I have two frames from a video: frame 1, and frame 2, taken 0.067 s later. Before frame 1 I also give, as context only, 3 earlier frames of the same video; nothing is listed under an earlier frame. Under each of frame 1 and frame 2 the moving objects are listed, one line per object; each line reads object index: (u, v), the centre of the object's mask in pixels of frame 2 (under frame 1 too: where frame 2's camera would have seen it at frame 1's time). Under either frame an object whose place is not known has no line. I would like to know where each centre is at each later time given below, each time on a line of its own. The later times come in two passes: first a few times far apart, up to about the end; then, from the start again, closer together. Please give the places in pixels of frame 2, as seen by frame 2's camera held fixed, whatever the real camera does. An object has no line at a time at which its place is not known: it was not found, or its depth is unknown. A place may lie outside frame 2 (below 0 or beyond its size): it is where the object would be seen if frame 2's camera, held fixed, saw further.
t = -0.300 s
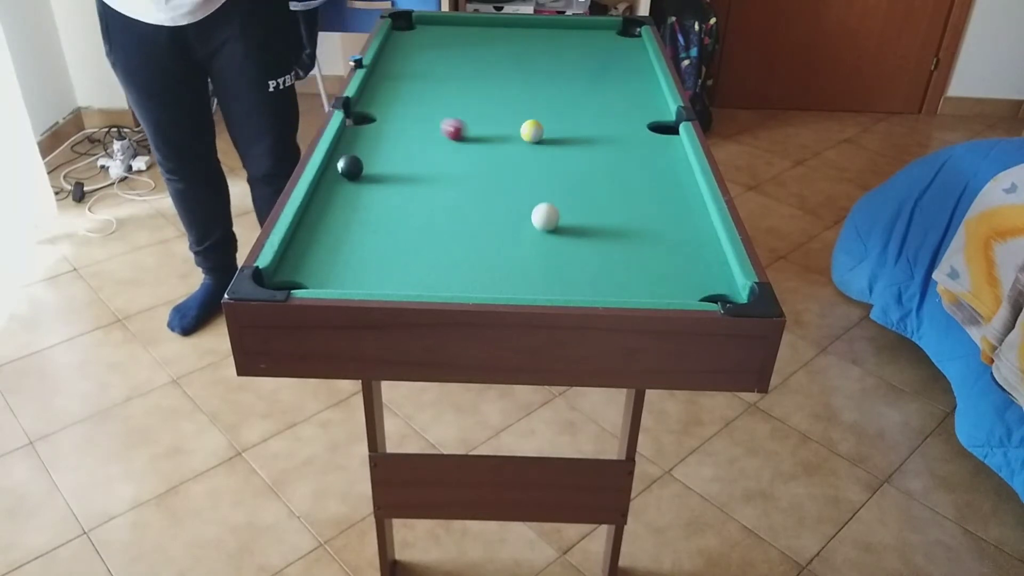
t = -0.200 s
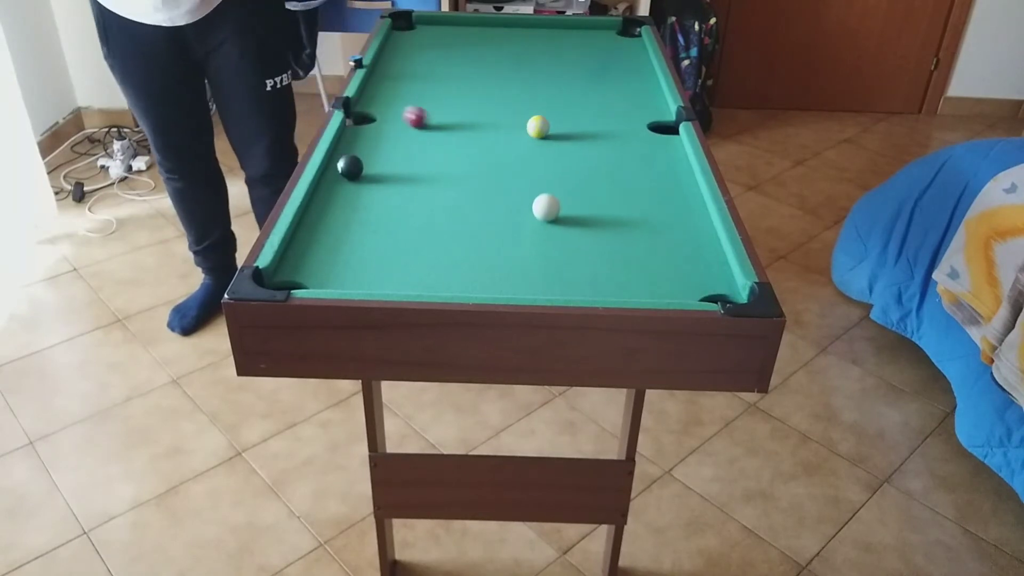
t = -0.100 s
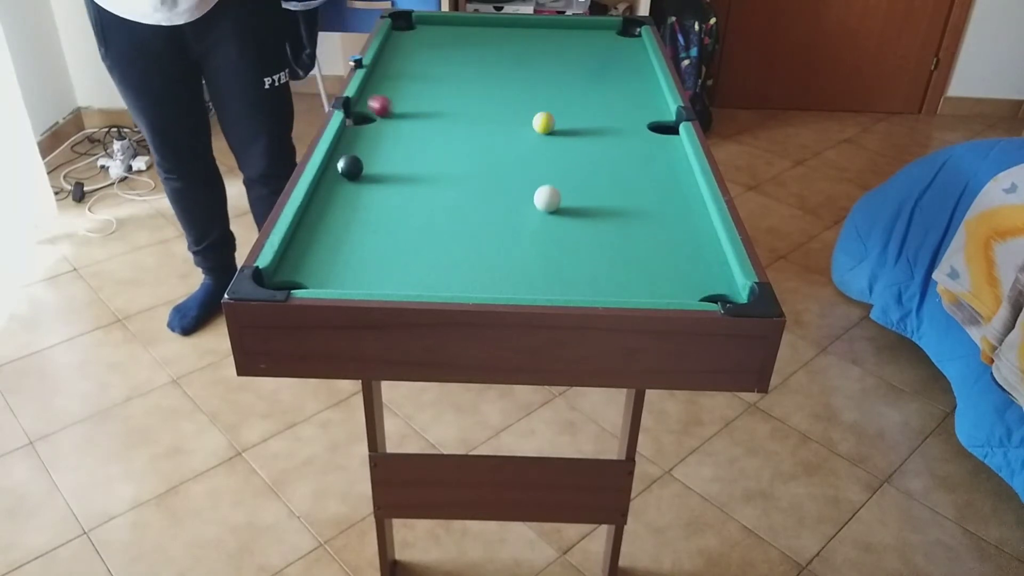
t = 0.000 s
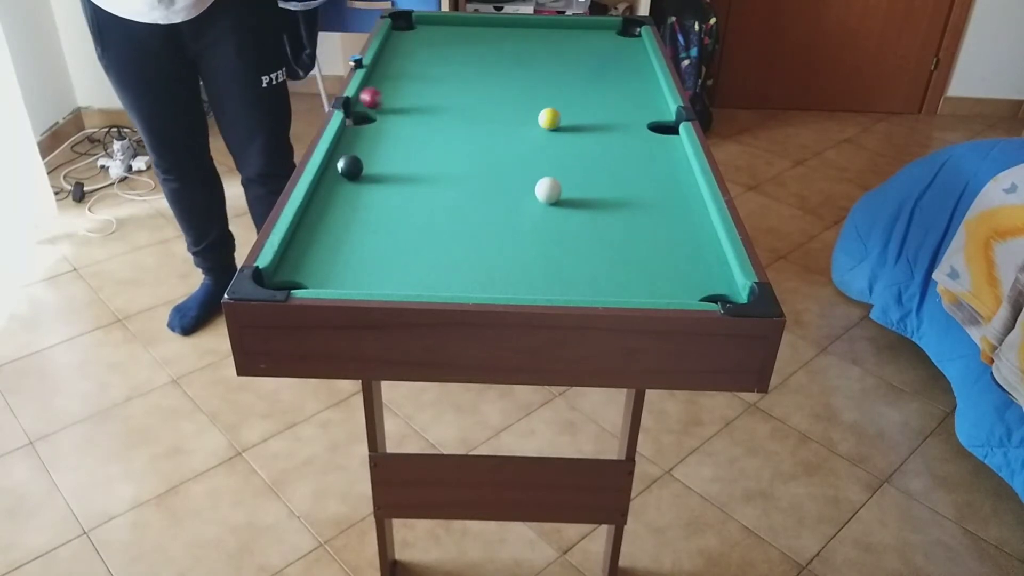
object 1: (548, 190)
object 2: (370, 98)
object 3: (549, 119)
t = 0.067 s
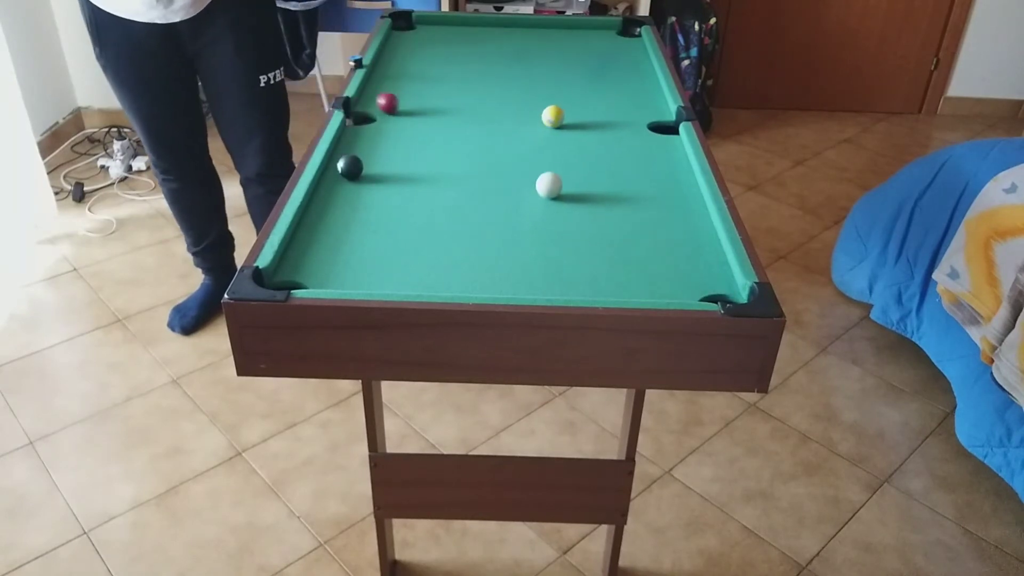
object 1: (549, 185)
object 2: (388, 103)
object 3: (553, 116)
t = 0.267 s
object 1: (551, 171)
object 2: (424, 105)
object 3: (562, 110)
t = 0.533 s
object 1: (555, 156)
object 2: (469, 107)
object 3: (572, 105)
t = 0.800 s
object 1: (559, 144)
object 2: (507, 108)
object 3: (580, 101)
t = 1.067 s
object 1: (564, 135)
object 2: (539, 108)
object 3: (586, 98)
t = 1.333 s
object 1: (568, 129)
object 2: (565, 107)
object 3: (588, 98)
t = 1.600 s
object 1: (572, 125)
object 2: (586, 108)
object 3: (589, 94)
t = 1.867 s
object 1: (575, 123)
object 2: (600, 107)
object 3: (586, 97)
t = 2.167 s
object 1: (576, 123)
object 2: (608, 106)
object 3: (588, 99)
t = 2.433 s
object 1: (576, 123)
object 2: (609, 106)
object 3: (588, 99)
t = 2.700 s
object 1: (576, 123)
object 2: (609, 106)
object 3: (588, 99)
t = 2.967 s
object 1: (576, 123)
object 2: (609, 106)
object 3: (588, 99)
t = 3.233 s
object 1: (577, 123)
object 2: (610, 106)
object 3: (588, 98)
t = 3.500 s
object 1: (577, 123)
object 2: (609, 106)
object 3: (588, 98)
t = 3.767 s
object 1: (577, 123)
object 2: (609, 106)
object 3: (588, 99)
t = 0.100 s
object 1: (549, 183)
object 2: (394, 104)
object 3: (554, 115)
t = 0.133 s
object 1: (549, 180)
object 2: (400, 104)
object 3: (556, 114)
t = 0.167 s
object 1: (550, 178)
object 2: (407, 104)
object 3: (557, 113)
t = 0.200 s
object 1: (550, 176)
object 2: (413, 105)
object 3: (559, 113)
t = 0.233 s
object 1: (551, 174)
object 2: (419, 105)
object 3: (561, 112)
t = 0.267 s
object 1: (551, 171)
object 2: (424, 105)
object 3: (562, 110)
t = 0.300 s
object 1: (551, 169)
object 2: (430, 105)
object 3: (563, 110)
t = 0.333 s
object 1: (552, 167)
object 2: (436, 105)
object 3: (565, 109)
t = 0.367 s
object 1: (552, 165)
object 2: (442, 106)
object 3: (566, 108)
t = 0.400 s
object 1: (553, 163)
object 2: (447, 106)
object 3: (568, 107)
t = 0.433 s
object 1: (553, 161)
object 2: (453, 106)
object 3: (569, 107)
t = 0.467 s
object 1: (554, 159)
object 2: (458, 106)
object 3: (570, 106)
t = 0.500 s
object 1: (554, 158)
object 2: (463, 107)
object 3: (571, 105)
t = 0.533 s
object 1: (555, 156)
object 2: (469, 107)
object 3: (572, 105)
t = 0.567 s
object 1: (555, 154)
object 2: (474, 107)
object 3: (573, 104)
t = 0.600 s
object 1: (556, 153)
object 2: (479, 107)
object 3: (574, 104)
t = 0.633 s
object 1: (556, 151)
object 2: (484, 107)
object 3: (575, 103)
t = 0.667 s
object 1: (557, 149)
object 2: (489, 107)
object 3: (576, 103)
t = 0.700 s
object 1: (557, 148)
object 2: (493, 107)
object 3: (577, 102)
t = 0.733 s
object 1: (558, 147)
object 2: (498, 107)
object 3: (578, 102)
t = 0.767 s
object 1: (558, 145)
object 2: (503, 107)
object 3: (579, 101)
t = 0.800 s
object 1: (559, 144)
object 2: (507, 108)
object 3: (580, 101)
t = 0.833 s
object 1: (560, 142)
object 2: (511, 108)
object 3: (581, 100)
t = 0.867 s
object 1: (560, 141)
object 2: (516, 108)
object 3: (582, 100)
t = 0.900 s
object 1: (561, 140)
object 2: (520, 108)
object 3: (583, 100)
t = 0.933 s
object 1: (561, 139)
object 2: (524, 108)
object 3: (584, 100)
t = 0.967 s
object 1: (562, 138)
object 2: (528, 108)
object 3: (585, 99)
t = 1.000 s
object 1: (563, 137)
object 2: (532, 108)
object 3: (585, 99)
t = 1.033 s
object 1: (563, 136)
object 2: (536, 108)
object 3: (586, 99)
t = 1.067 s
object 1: (564, 135)
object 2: (539, 108)
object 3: (586, 98)
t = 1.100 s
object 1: (564, 134)
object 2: (543, 108)
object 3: (587, 98)
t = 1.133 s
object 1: (565, 133)
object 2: (546, 108)
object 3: (587, 98)
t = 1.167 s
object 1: (565, 132)
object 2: (550, 108)
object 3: (587, 98)
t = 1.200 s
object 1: (566, 131)
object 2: (553, 108)
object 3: (588, 98)
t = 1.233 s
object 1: (566, 131)
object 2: (556, 108)
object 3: (588, 98)
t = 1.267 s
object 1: (567, 130)
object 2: (559, 108)
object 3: (588, 98)
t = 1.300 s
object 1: (567, 129)
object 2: (562, 107)
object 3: (588, 98)
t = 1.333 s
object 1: (568, 129)
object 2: (565, 107)
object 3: (588, 98)
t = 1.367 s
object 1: (568, 128)
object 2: (568, 107)
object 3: (588, 98)
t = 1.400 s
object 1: (569, 127)
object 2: (571, 107)
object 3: (588, 98)
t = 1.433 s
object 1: (570, 127)
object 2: (574, 107)
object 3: (589, 97)
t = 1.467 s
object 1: (570, 126)
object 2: (577, 107)
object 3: (589, 97)
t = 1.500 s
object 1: (570, 126)
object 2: (579, 107)
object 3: (589, 96)
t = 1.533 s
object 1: (571, 126)
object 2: (582, 108)
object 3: (590, 96)
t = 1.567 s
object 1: (571, 125)
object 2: (584, 108)
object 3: (589, 95)
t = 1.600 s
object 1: (572, 125)
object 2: (586, 108)
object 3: (589, 94)
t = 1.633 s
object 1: (573, 124)
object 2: (589, 107)
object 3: (587, 94)
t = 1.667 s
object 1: (573, 124)
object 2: (590, 107)
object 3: (586, 95)
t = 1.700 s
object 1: (574, 123)
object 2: (593, 107)
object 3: (586, 96)
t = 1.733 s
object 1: (574, 124)
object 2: (594, 108)
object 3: (586, 96)
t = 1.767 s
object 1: (574, 123)
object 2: (596, 107)
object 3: (586, 96)
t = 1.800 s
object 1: (575, 123)
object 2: (597, 107)
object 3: (586, 96)
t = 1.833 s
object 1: (575, 123)
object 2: (598, 107)
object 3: (586, 97)
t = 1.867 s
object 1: (575, 123)
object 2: (600, 107)
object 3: (586, 97)
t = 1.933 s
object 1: (575, 123)
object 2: (602, 107)
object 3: (587, 97)
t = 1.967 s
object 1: (575, 123)
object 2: (603, 107)
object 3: (587, 98)
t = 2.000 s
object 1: (575, 123)
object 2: (604, 107)
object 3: (587, 98)
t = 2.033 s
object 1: (576, 123)
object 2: (605, 107)
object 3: (587, 98)
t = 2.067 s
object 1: (576, 123)
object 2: (606, 106)
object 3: (588, 98)
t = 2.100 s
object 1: (576, 123)
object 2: (607, 106)
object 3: (588, 98)
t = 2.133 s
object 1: (576, 123)
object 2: (607, 106)
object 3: (588, 98)
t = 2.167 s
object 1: (576, 123)
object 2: (608, 106)
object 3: (588, 99)
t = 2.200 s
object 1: (576, 123)
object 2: (609, 106)
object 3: (588, 99)
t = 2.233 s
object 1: (576, 123)
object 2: (609, 106)
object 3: (588, 99)
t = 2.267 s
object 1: (576, 123)
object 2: (609, 106)
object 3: (588, 99)
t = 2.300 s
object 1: (576, 123)
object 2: (609, 106)
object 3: (588, 99)
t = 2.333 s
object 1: (576, 123)
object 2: (609, 106)
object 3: (588, 99)
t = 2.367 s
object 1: (576, 123)
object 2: (609, 106)
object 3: (588, 99)
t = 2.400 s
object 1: (576, 123)
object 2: (609, 106)
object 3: (588, 99)
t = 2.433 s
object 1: (576, 123)
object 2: (609, 106)
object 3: (588, 99)
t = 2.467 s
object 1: (576, 123)
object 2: (609, 106)
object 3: (588, 99)
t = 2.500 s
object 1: (576, 123)
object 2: (609, 106)
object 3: (588, 99)
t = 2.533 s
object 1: (576, 123)
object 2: (609, 106)
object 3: (588, 99)
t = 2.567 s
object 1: (576, 123)
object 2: (609, 106)
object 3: (588, 99)
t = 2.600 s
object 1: (576, 123)
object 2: (609, 106)
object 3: (588, 99)
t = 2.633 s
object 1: (576, 123)
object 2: (609, 106)
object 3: (588, 99)
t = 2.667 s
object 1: (576, 123)
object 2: (609, 106)
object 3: (588, 99)
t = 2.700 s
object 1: (576, 123)
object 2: (609, 106)
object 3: (588, 99)
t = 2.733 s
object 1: (576, 123)
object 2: (609, 106)
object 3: (588, 99)
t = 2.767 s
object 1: (576, 123)
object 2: (609, 106)
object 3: (588, 99)
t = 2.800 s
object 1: (576, 123)
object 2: (609, 106)
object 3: (588, 99)
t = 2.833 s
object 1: (576, 123)
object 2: (609, 106)
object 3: (588, 99)
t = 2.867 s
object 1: (576, 123)
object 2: (609, 106)
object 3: (588, 99)
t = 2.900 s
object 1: (576, 123)
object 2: (609, 106)
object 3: (588, 99)
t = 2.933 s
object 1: (576, 123)
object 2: (609, 106)
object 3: (588, 99)
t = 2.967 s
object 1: (576, 123)
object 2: (609, 106)
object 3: (588, 99)
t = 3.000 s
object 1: (576, 123)
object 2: (609, 106)
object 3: (588, 99)
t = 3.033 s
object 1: (576, 123)
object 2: (609, 106)
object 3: (588, 99)
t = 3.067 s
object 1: (576, 123)
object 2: (609, 106)
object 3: (588, 99)
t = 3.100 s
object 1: (576, 123)
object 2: (609, 106)
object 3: (588, 99)
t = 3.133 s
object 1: (576, 123)
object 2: (609, 106)
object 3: (588, 99)
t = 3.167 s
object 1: (576, 123)
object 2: (609, 106)
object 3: (588, 98)
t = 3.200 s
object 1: (577, 123)
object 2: (609, 106)
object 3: (588, 98)
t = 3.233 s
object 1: (577, 123)
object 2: (610, 106)
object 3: (588, 98)
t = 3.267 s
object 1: (577, 123)
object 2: (610, 106)
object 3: (588, 98)
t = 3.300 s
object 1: (576, 123)
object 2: (610, 106)
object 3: (588, 98)
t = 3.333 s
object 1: (576, 123)
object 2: (609, 106)
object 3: (588, 98)
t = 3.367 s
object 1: (577, 123)
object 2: (610, 106)
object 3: (588, 99)
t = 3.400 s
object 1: (577, 123)
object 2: (610, 106)
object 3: (588, 98)
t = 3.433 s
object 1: (577, 123)
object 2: (609, 106)
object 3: (588, 98)
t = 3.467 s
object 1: (577, 123)
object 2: (609, 106)
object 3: (588, 99)
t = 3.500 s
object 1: (577, 123)
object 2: (609, 106)
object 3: (588, 98)
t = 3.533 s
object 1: (576, 123)
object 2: (609, 106)
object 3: (588, 99)
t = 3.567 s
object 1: (577, 123)
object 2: (609, 106)
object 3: (588, 98)
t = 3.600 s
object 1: (577, 123)
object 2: (609, 106)
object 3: (588, 98)
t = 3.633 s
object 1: (577, 123)
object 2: (609, 106)
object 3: (588, 98)
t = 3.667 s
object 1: (577, 123)
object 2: (609, 106)
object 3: (588, 98)
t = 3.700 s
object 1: (577, 123)
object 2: (609, 106)
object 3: (588, 99)
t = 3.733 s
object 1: (576, 123)
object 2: (609, 106)
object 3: (588, 99)
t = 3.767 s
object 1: (577, 123)
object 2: (609, 106)
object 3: (588, 99)
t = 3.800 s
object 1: (576, 123)
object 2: (609, 106)
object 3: (588, 98)
